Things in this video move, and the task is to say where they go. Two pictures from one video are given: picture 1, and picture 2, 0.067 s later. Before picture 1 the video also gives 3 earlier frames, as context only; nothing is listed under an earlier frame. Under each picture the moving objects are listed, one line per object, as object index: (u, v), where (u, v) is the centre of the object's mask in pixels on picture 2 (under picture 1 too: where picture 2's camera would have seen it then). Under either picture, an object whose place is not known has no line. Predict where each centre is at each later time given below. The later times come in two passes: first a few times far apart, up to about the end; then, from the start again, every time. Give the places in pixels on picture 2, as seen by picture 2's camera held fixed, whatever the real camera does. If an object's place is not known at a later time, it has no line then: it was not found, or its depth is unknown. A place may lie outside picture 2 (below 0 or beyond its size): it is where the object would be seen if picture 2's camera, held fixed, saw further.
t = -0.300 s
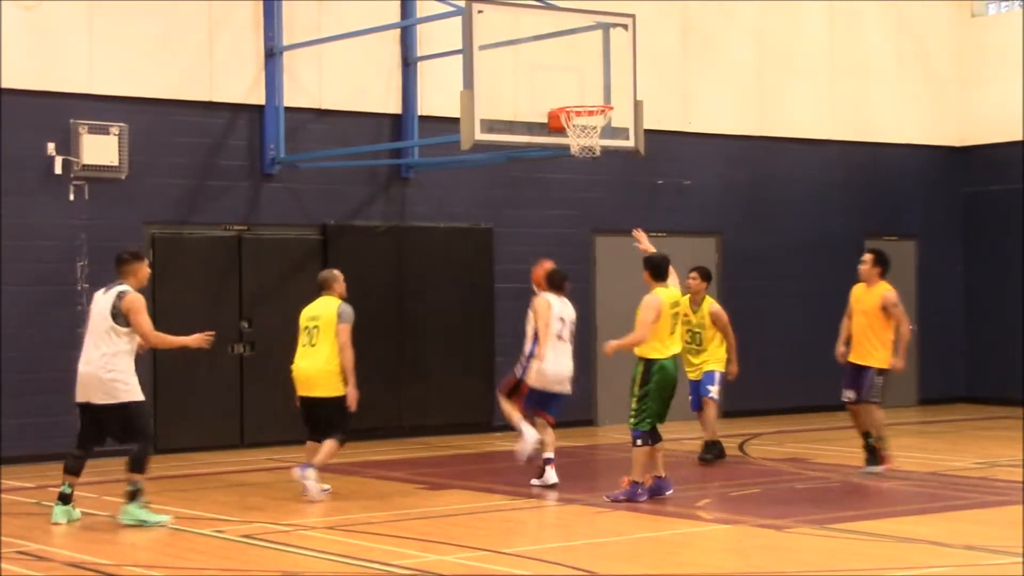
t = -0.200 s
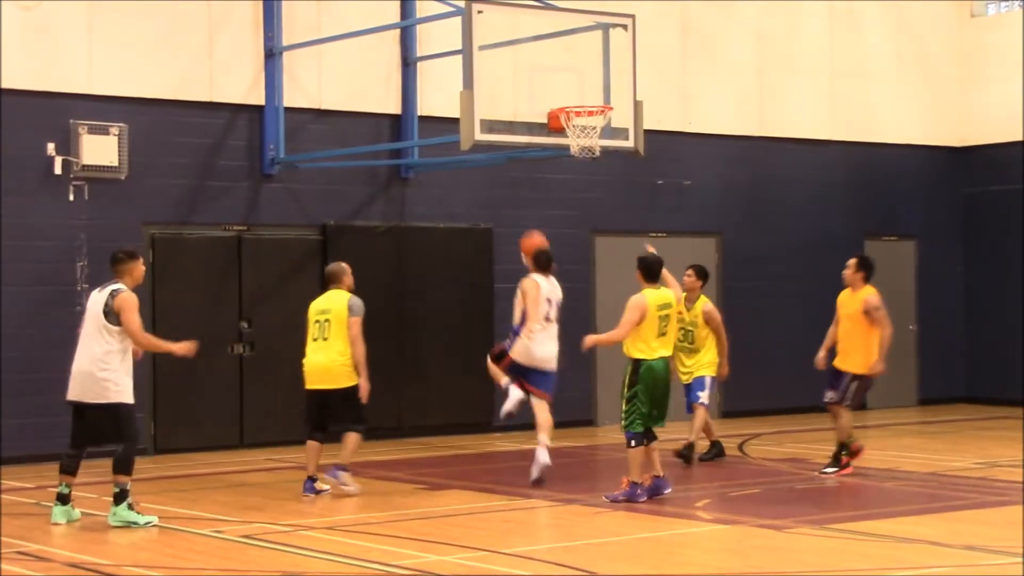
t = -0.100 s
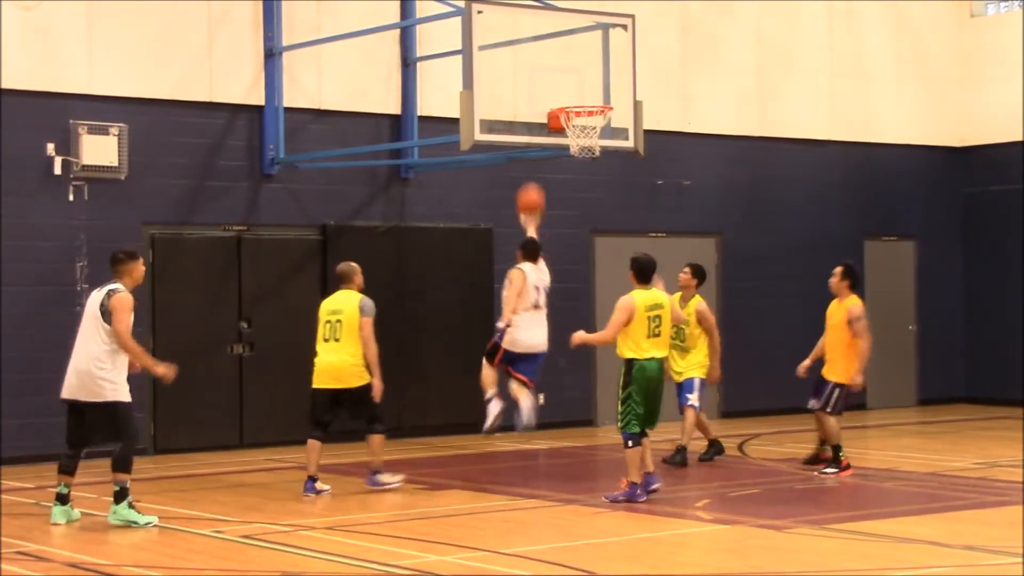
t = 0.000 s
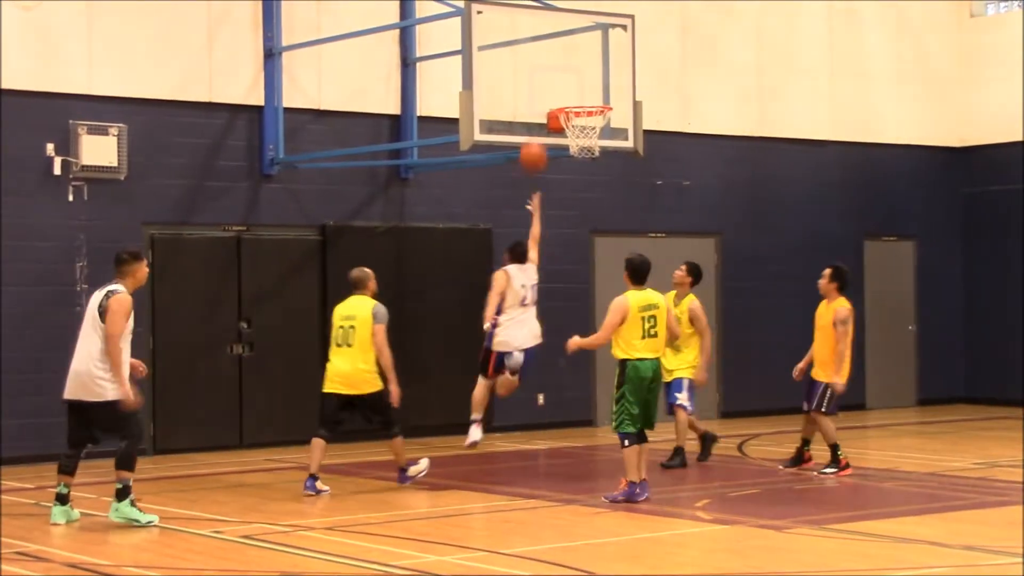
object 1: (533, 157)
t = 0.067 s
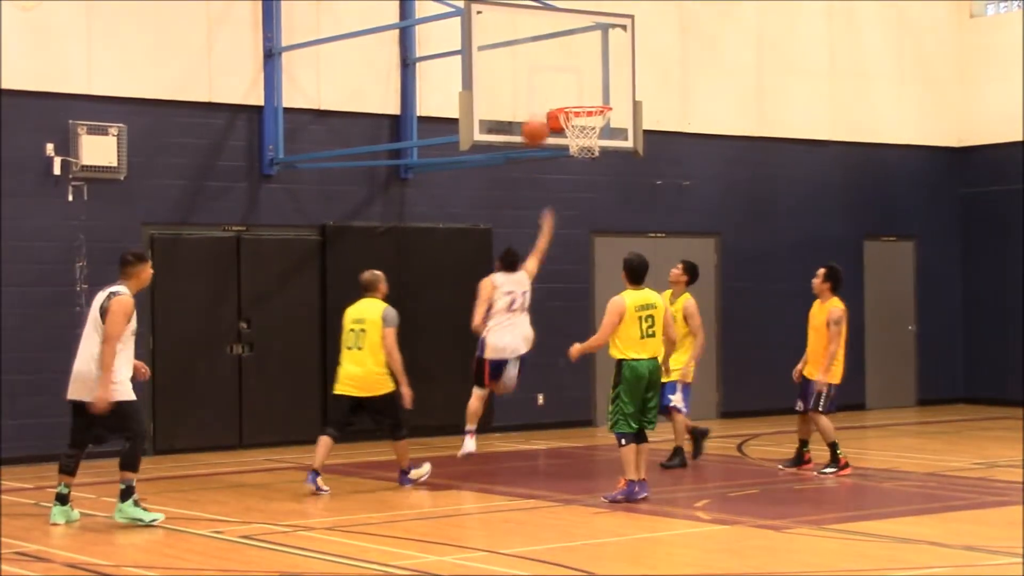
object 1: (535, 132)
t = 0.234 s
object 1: (545, 94)
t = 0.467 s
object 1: (580, 94)
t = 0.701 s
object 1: (597, 138)
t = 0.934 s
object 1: (584, 174)
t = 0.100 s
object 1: (536, 122)
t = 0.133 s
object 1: (536, 112)
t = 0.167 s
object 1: (538, 105)
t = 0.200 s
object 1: (540, 99)
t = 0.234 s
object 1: (545, 94)
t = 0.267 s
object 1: (551, 90)
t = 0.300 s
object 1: (555, 88)
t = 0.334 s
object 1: (560, 87)
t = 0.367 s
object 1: (565, 87)
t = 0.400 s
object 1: (570, 88)
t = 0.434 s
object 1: (575, 91)
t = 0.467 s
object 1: (580, 94)
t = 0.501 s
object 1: (585, 97)
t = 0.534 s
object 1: (590, 100)
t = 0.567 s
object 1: (595, 114)
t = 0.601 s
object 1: (599, 120)
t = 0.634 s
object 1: (601, 122)
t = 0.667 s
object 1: (600, 130)
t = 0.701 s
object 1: (597, 138)
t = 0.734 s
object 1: (596, 140)
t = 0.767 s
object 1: (594, 142)
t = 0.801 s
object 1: (593, 145)
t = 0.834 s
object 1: (592, 149)
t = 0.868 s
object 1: (589, 157)
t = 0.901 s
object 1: (586, 165)
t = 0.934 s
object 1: (584, 174)
